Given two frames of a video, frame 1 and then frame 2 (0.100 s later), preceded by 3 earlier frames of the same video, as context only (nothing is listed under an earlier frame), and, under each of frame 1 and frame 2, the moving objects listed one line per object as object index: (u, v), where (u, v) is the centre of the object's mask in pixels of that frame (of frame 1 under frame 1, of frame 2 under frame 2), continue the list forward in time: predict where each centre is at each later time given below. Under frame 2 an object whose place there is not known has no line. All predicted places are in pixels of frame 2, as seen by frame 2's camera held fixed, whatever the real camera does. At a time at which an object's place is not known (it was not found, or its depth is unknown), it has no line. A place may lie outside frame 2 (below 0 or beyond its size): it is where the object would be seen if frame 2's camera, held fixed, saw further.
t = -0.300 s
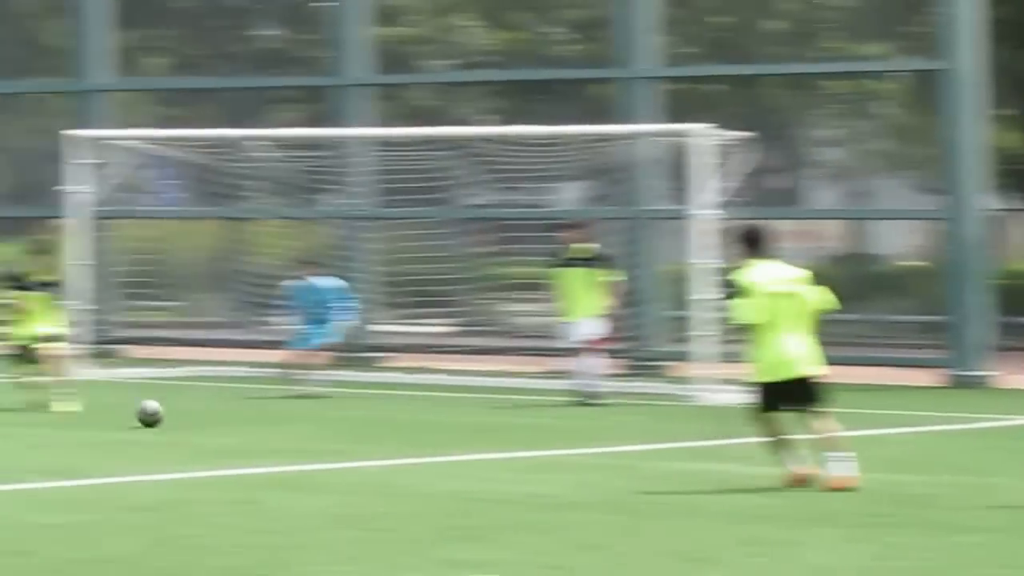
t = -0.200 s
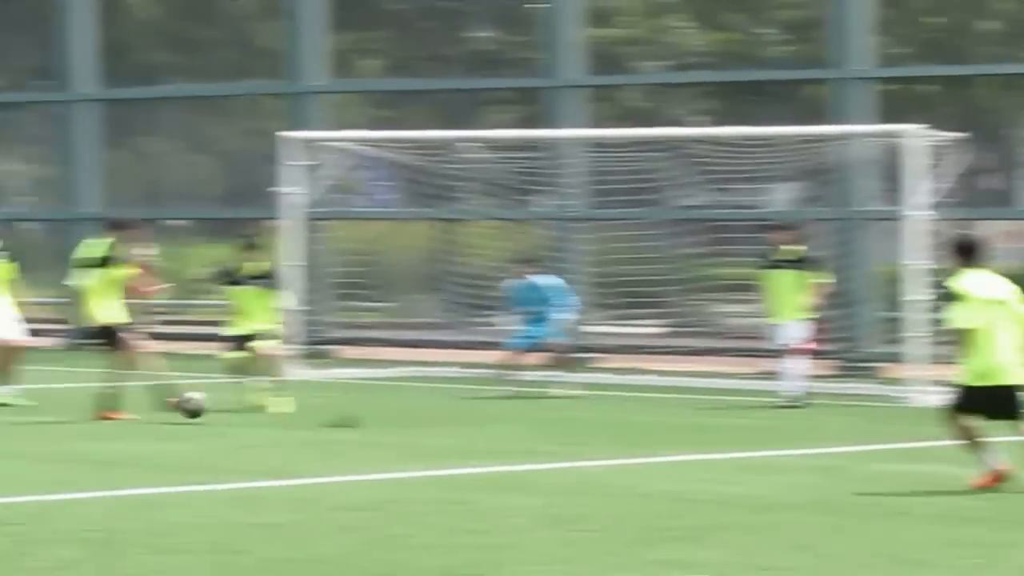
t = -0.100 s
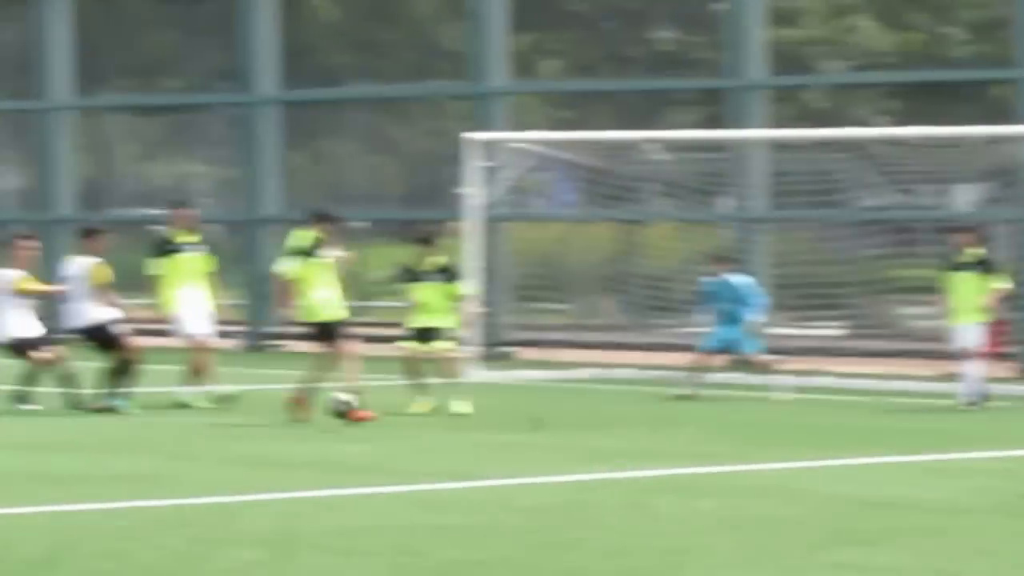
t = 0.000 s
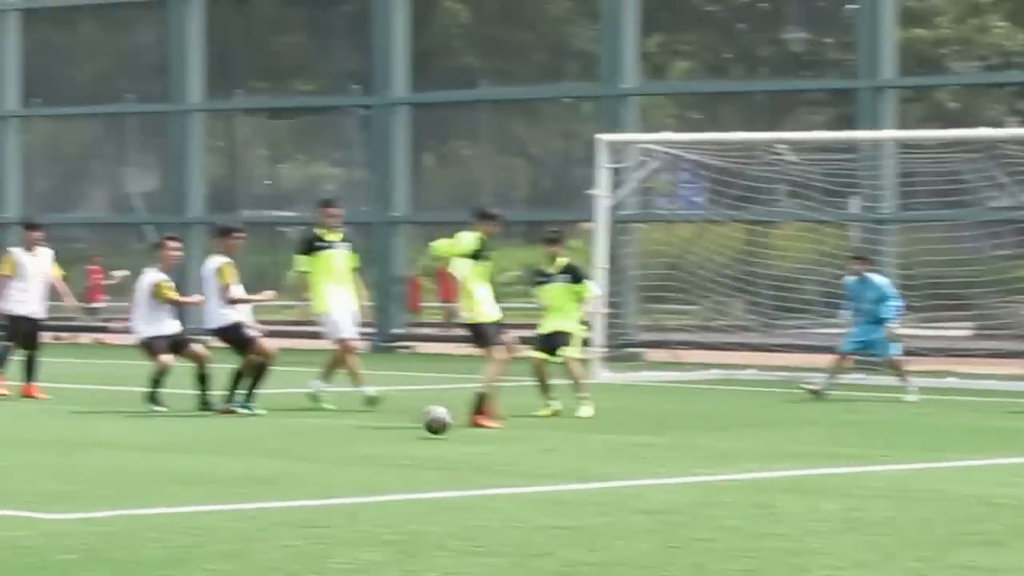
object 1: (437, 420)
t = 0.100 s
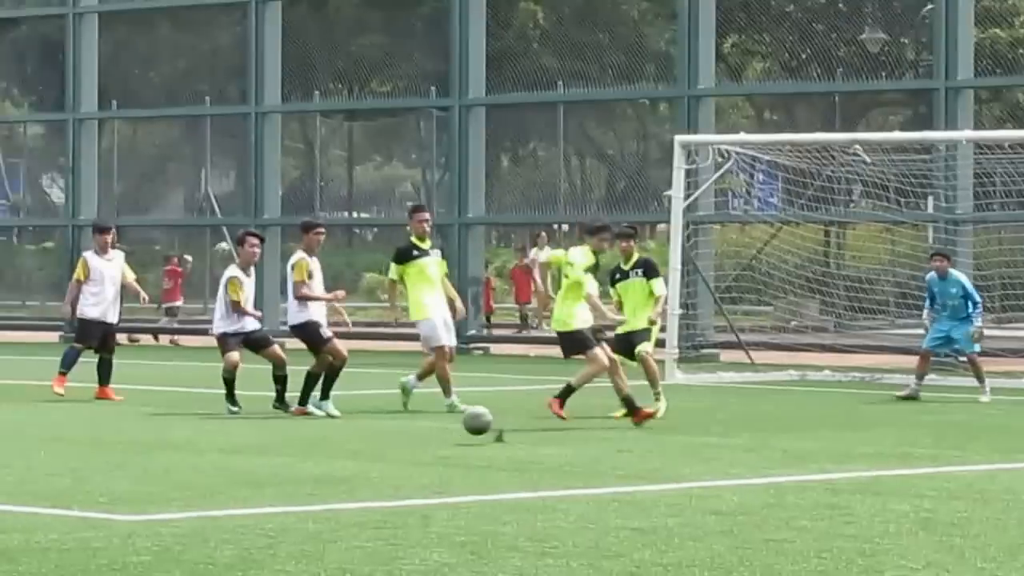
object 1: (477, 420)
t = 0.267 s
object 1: (417, 425)
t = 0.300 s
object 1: (405, 431)
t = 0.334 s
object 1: (392, 440)
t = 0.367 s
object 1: (380, 442)
